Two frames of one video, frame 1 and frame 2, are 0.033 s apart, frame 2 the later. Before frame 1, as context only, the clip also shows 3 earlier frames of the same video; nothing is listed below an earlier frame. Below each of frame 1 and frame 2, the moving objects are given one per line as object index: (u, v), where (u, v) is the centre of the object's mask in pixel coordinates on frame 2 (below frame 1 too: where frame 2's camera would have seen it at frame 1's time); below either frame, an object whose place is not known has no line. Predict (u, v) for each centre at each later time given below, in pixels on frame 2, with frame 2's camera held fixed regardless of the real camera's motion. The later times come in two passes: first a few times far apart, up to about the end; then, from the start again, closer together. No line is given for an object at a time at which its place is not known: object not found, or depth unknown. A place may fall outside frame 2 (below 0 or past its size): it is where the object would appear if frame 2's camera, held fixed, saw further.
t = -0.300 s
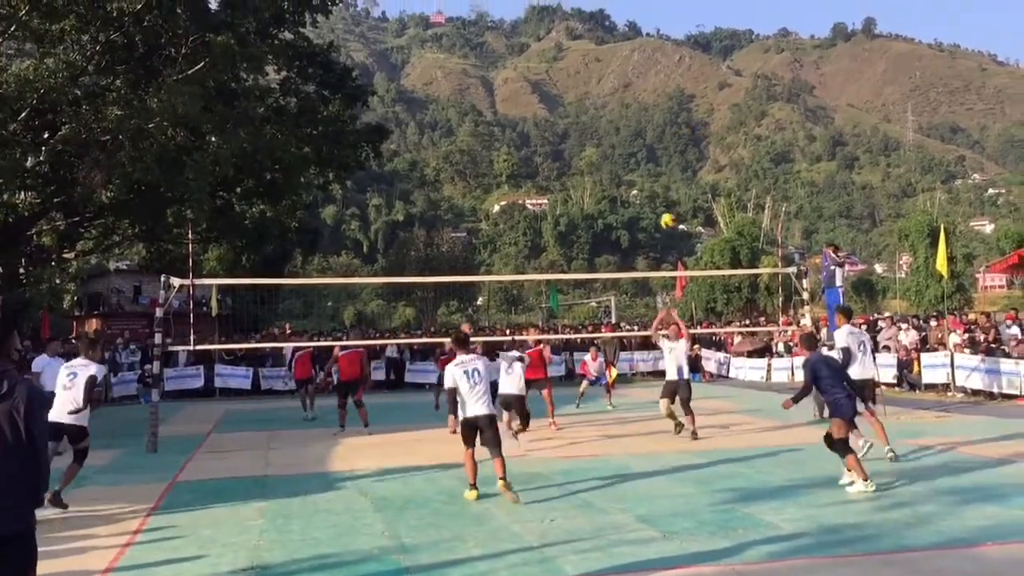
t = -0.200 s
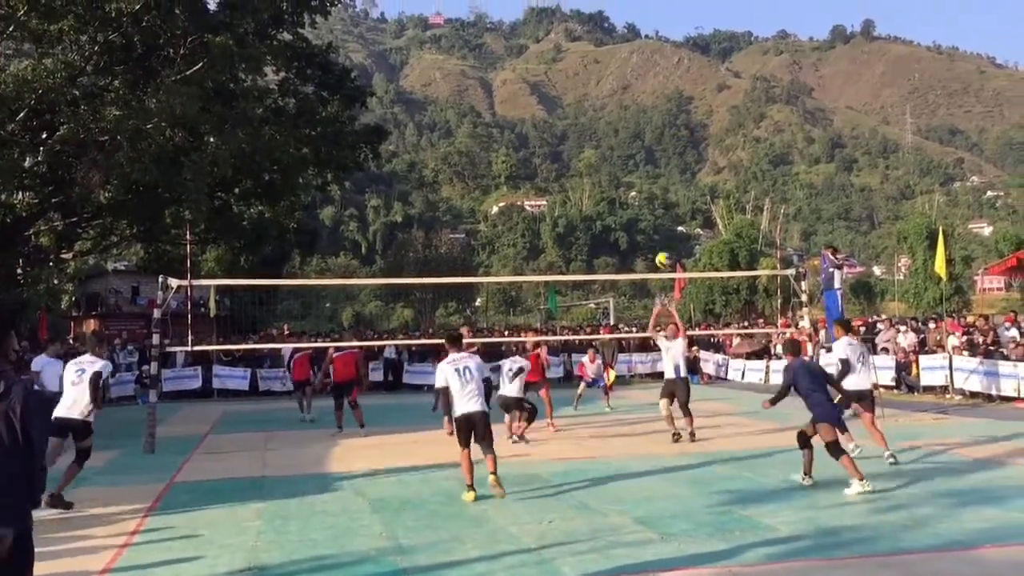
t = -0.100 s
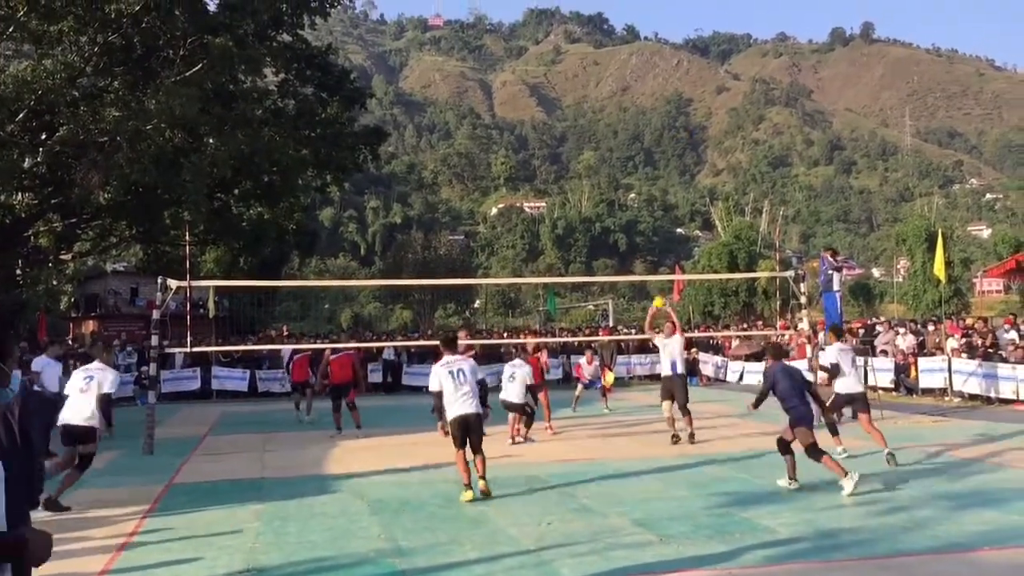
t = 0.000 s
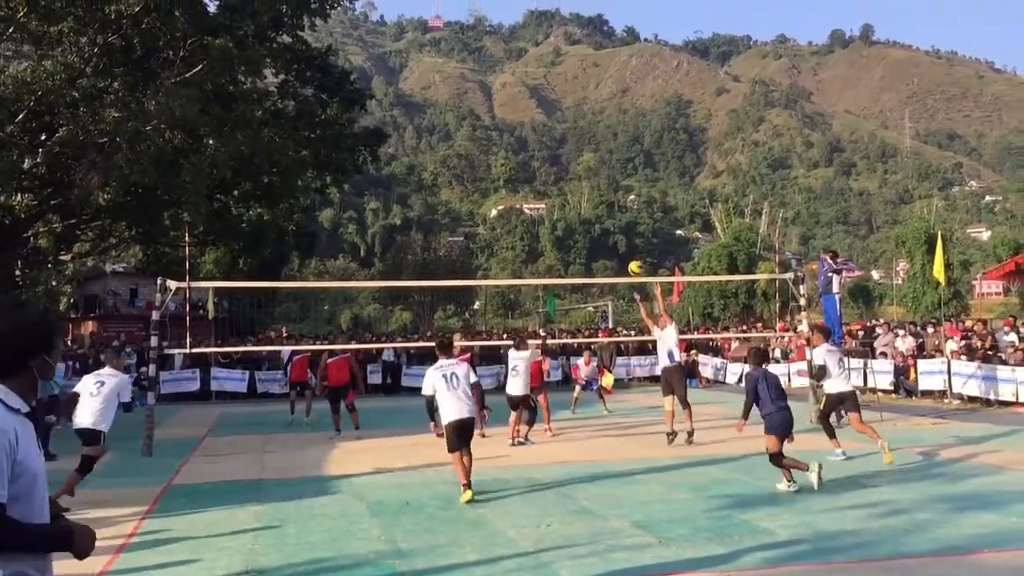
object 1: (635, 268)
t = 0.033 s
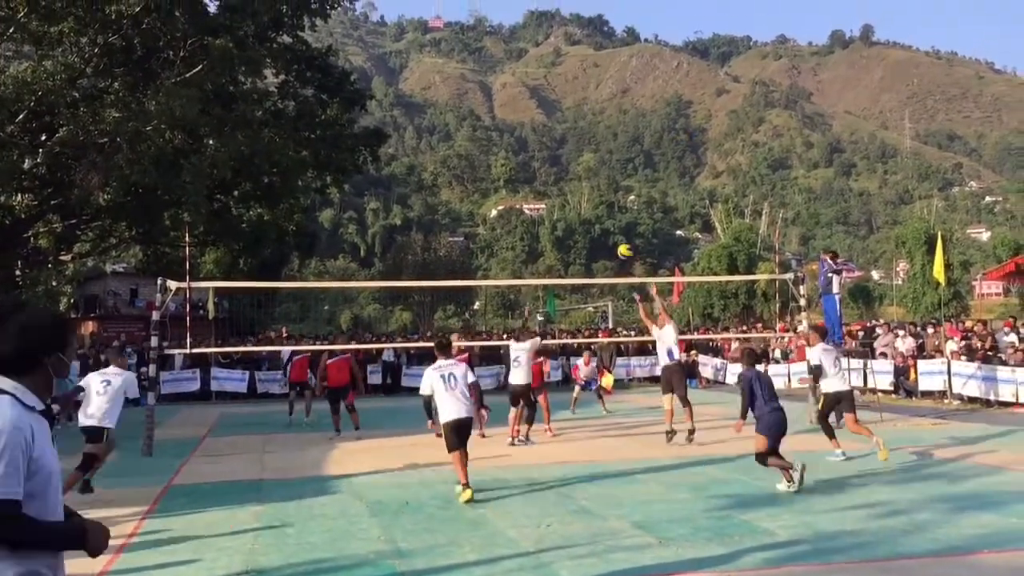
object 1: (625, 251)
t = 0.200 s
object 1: (574, 180)
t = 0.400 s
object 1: (517, 122)
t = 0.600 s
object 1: (460, 92)
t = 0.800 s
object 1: (404, 90)
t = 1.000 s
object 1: (349, 117)
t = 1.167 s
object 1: (304, 161)
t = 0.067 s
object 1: (615, 236)
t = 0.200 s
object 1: (574, 180)
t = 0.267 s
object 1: (554, 157)
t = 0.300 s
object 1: (546, 147)
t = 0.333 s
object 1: (534, 138)
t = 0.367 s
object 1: (525, 130)
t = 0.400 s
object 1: (517, 122)
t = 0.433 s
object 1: (507, 115)
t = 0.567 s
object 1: (469, 95)
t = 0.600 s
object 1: (460, 92)
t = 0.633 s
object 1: (450, 89)
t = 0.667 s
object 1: (441, 88)
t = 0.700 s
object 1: (432, 87)
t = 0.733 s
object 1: (422, 88)
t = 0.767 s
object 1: (413, 89)
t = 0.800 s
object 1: (404, 90)
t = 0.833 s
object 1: (395, 92)
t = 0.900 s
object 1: (377, 100)
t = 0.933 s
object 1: (366, 105)
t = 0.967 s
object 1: (359, 111)
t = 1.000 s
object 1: (349, 117)
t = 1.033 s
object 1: (340, 124)
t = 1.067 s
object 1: (331, 133)
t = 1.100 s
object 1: (322, 141)
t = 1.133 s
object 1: (313, 151)
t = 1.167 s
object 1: (304, 161)
